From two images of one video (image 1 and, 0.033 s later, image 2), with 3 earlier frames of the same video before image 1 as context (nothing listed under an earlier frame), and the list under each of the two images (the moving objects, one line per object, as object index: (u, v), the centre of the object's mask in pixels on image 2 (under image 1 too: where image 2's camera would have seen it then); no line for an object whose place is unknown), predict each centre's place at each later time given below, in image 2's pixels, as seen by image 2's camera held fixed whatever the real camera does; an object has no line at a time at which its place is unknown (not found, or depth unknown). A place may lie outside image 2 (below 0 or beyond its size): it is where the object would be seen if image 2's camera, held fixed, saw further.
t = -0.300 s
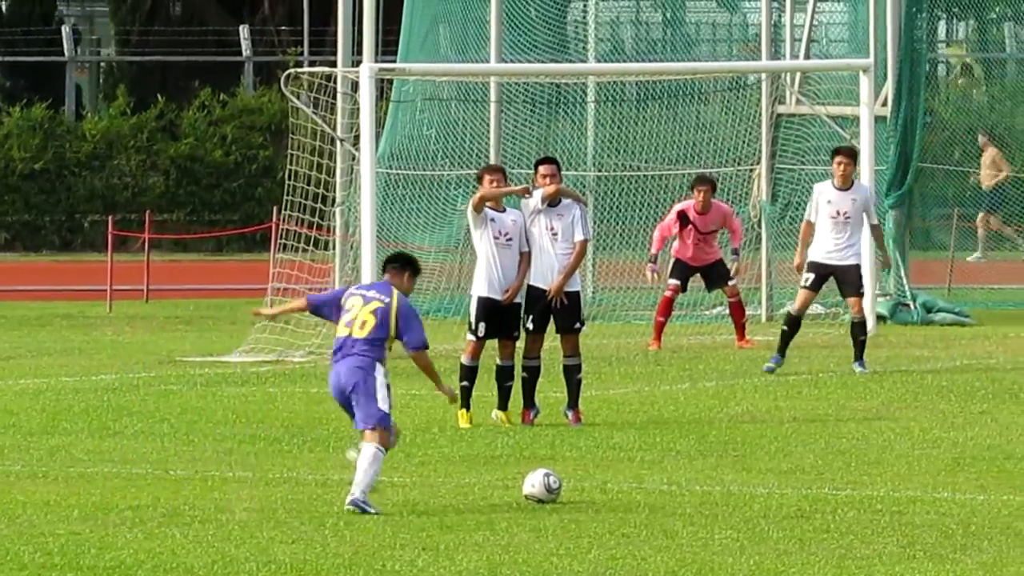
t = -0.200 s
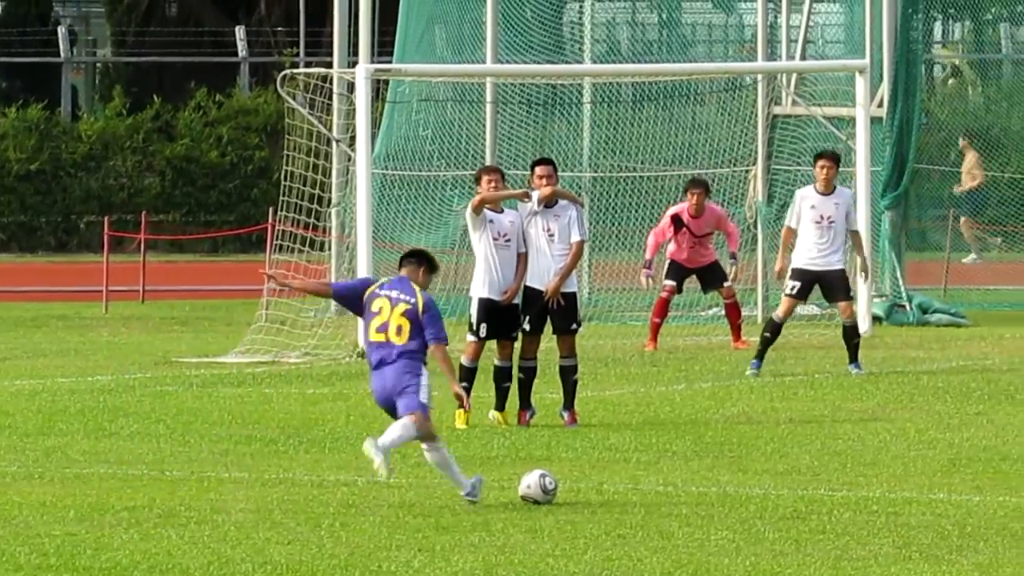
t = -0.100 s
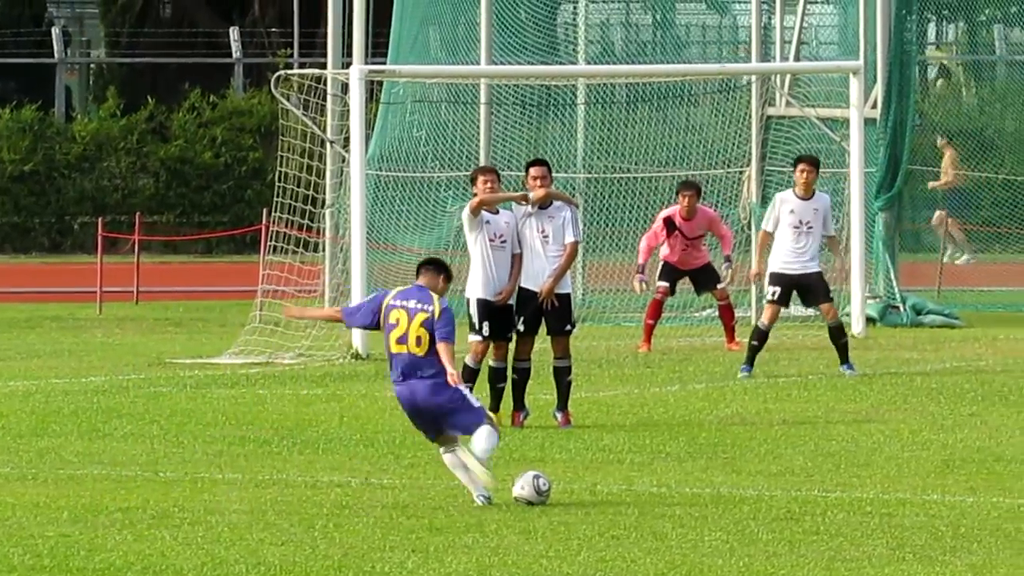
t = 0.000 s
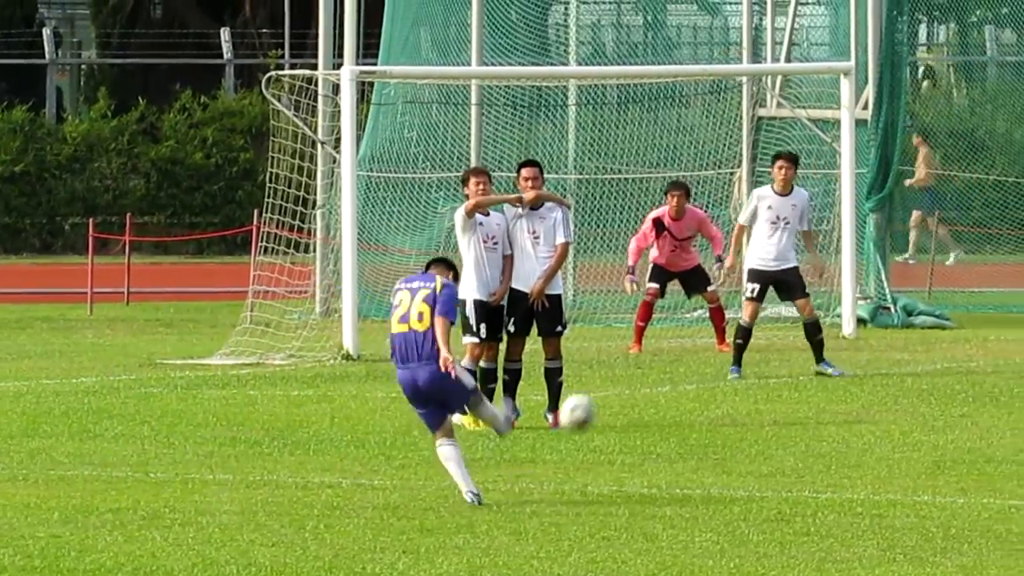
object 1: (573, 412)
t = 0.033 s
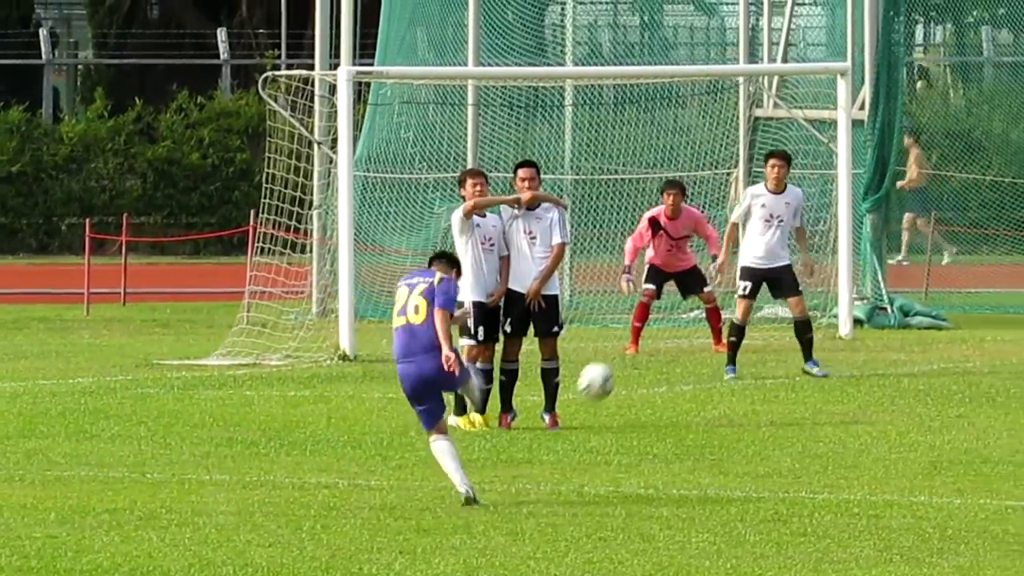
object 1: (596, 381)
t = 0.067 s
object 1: (615, 350)
